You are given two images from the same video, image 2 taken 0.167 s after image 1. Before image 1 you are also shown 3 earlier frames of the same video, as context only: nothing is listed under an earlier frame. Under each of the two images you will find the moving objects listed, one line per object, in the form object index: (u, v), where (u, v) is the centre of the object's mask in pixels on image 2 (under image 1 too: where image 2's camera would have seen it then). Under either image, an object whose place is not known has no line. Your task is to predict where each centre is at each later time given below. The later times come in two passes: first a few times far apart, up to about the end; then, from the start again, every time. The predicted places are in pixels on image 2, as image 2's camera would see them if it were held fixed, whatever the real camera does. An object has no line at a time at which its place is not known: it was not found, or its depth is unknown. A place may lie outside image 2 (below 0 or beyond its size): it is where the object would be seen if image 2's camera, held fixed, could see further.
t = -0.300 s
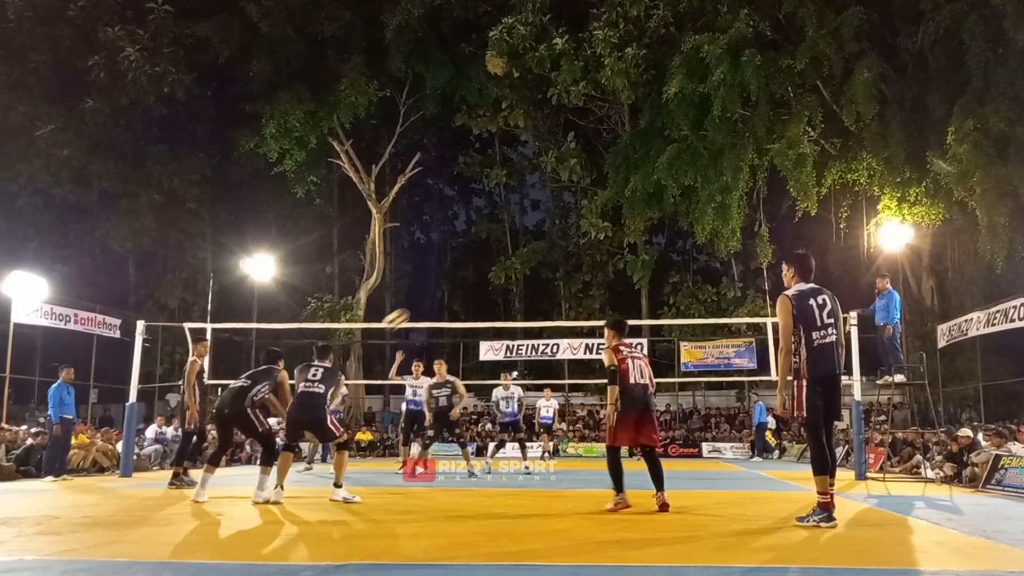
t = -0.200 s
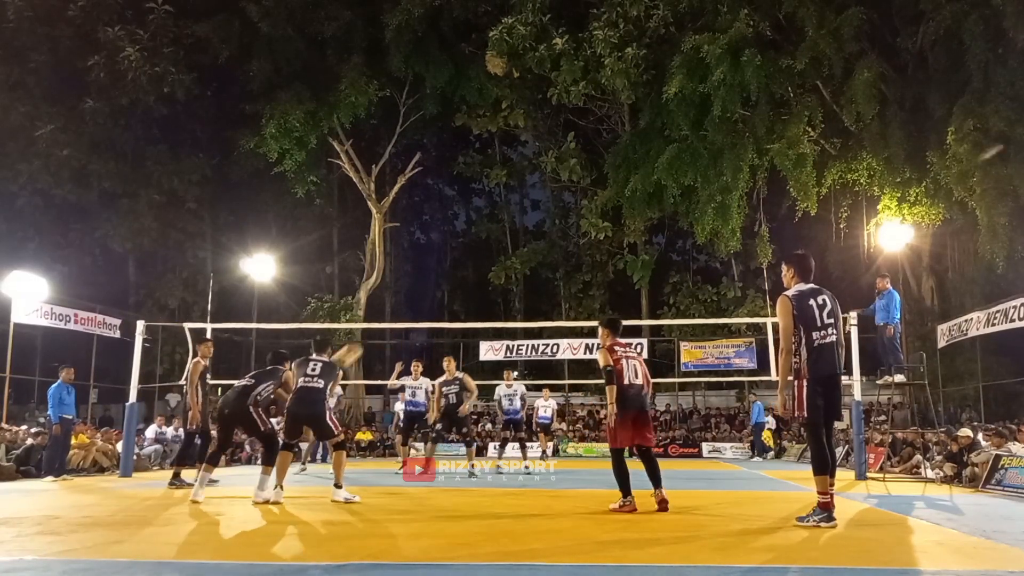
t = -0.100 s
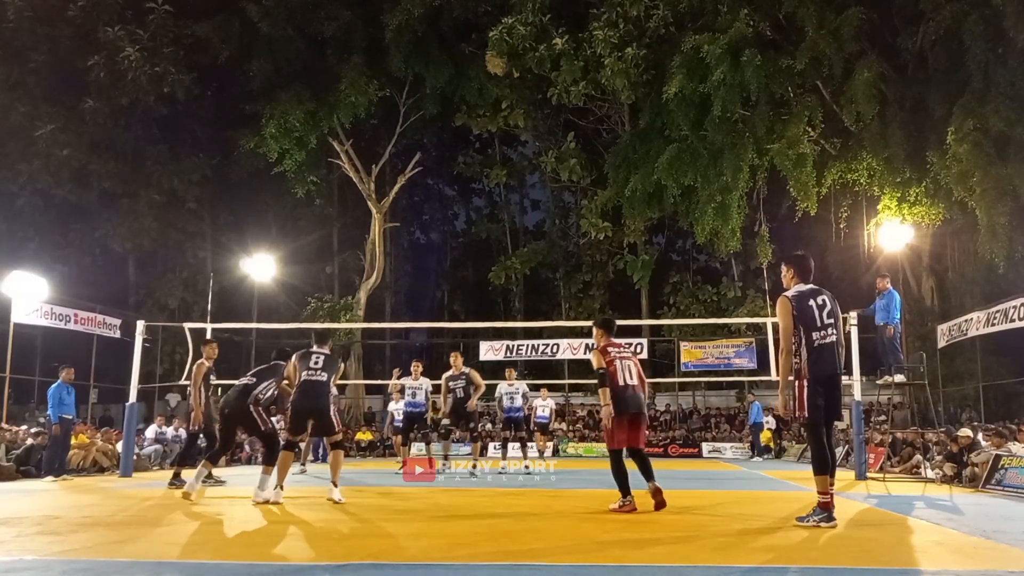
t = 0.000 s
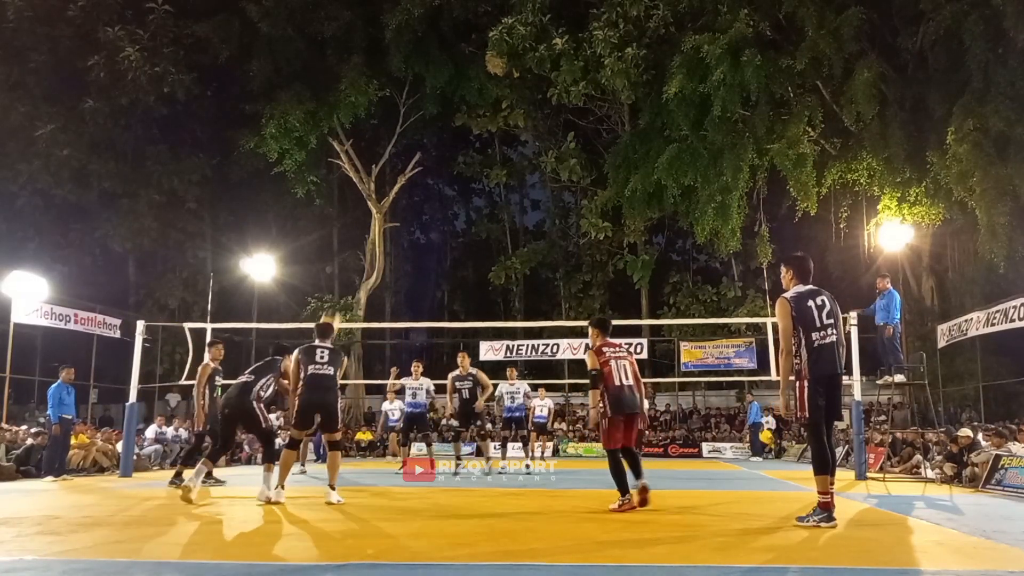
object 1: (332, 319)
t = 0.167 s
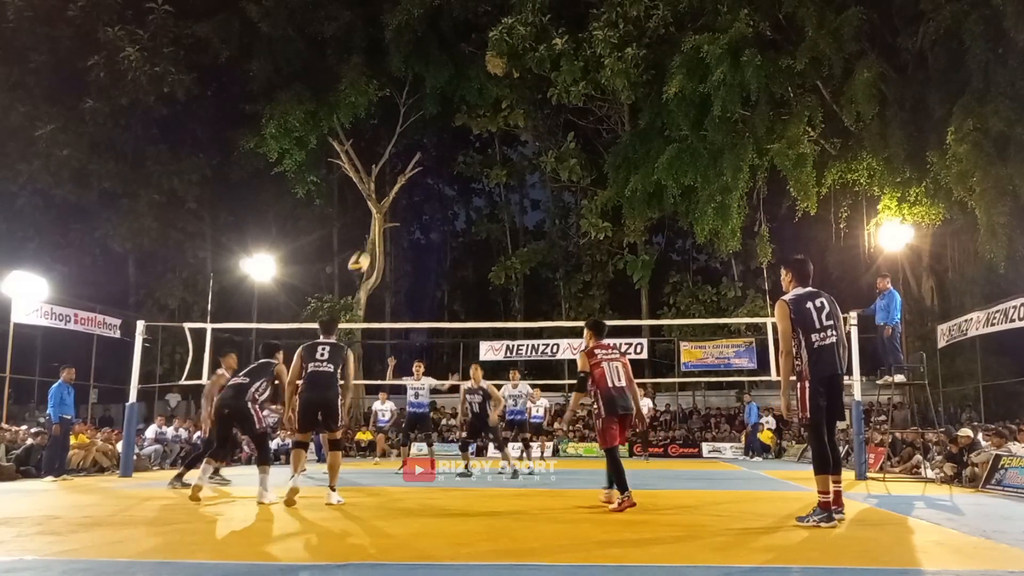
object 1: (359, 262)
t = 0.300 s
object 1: (380, 234)
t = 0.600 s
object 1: (416, 220)
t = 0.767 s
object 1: (433, 238)
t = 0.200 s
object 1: (364, 254)
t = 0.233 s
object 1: (369, 246)
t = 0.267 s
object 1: (375, 238)
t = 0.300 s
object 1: (380, 234)
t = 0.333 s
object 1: (384, 229)
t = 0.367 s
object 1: (388, 225)
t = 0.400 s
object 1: (392, 222)
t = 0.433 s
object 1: (396, 219)
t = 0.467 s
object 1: (400, 218)
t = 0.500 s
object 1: (404, 217)
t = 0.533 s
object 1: (408, 217)
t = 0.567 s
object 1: (412, 218)
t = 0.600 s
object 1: (416, 220)
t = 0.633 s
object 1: (419, 222)
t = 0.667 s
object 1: (423, 225)
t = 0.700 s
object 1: (426, 229)
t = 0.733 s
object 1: (429, 233)
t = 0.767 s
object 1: (433, 238)
